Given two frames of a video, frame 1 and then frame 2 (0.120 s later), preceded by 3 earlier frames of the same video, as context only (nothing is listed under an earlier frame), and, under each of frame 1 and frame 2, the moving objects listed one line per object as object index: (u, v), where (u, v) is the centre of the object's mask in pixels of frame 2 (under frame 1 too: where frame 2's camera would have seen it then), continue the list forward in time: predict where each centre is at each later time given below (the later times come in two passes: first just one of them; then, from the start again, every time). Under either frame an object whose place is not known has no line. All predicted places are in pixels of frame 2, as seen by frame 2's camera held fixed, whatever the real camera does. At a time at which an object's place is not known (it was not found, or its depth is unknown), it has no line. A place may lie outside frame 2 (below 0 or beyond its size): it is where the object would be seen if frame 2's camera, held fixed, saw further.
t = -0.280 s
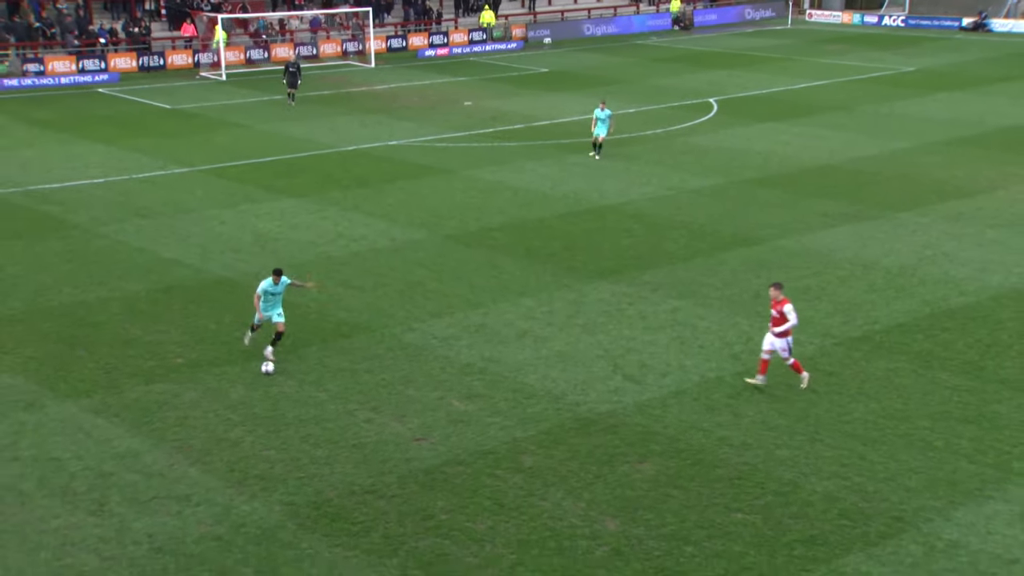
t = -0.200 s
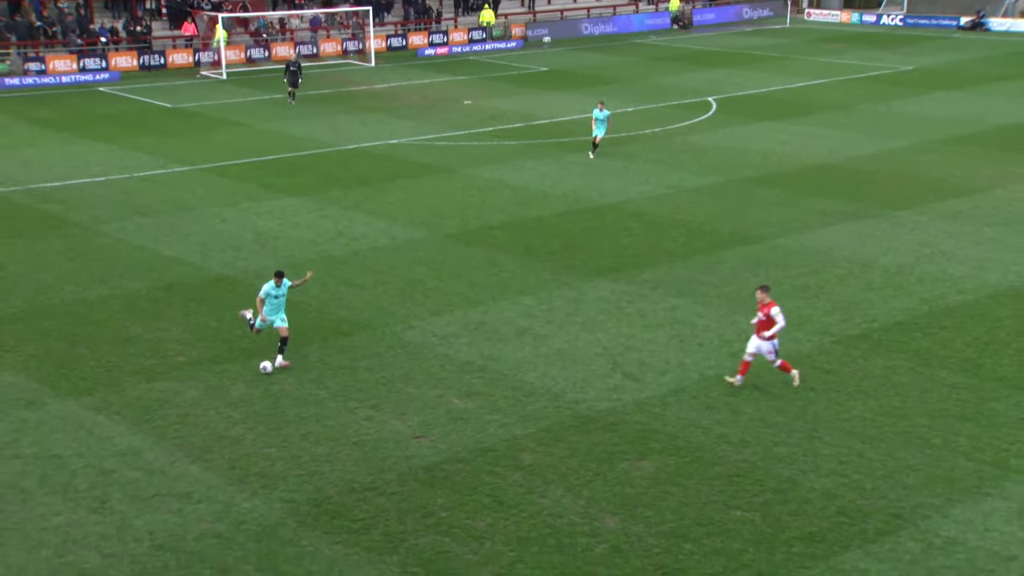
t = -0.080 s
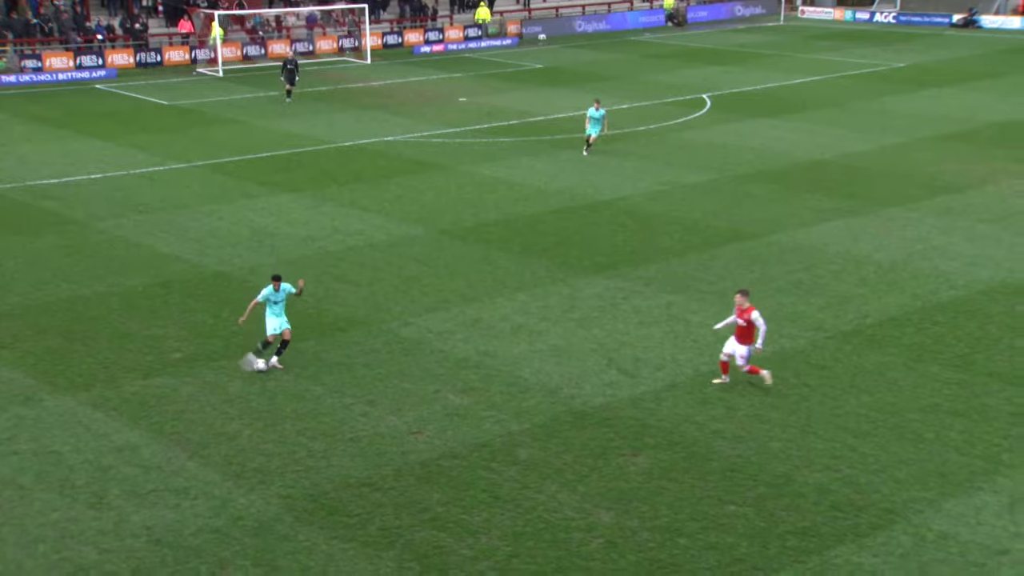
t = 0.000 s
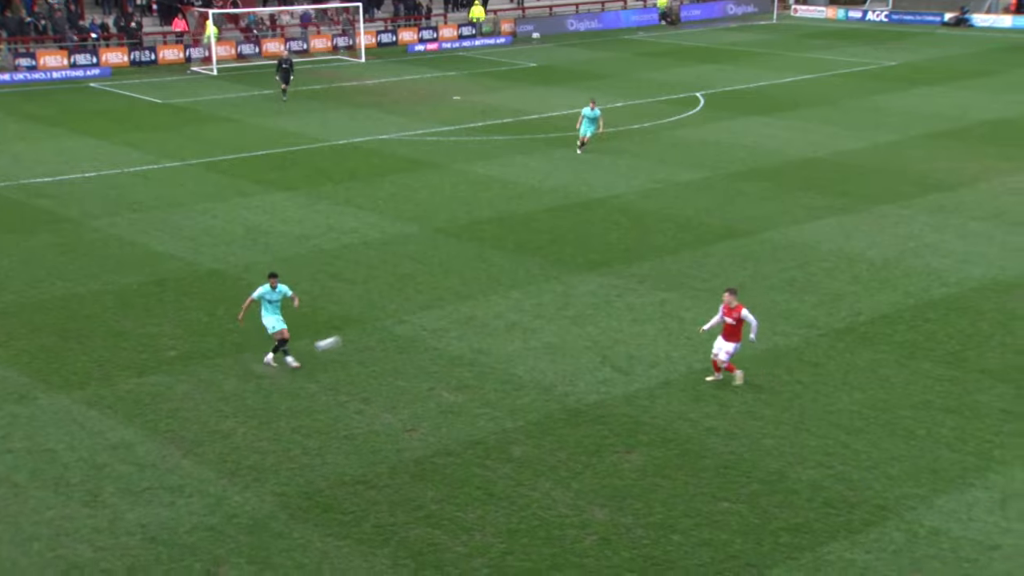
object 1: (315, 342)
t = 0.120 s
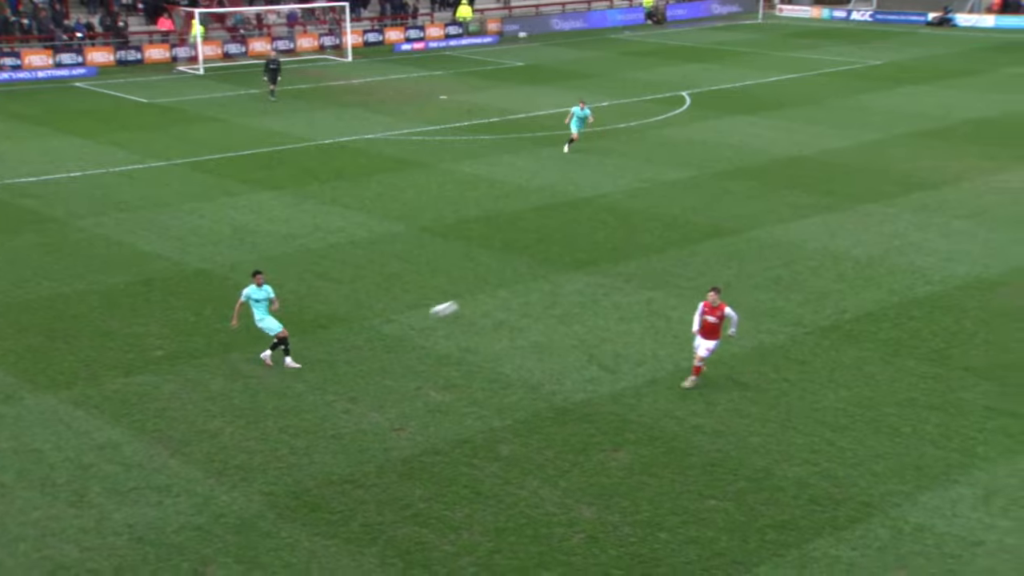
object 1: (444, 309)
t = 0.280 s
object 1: (631, 261)
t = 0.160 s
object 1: (490, 297)
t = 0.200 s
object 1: (536, 285)
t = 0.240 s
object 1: (583, 273)
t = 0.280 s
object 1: (631, 261)
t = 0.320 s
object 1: (681, 249)
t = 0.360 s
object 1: (734, 236)
